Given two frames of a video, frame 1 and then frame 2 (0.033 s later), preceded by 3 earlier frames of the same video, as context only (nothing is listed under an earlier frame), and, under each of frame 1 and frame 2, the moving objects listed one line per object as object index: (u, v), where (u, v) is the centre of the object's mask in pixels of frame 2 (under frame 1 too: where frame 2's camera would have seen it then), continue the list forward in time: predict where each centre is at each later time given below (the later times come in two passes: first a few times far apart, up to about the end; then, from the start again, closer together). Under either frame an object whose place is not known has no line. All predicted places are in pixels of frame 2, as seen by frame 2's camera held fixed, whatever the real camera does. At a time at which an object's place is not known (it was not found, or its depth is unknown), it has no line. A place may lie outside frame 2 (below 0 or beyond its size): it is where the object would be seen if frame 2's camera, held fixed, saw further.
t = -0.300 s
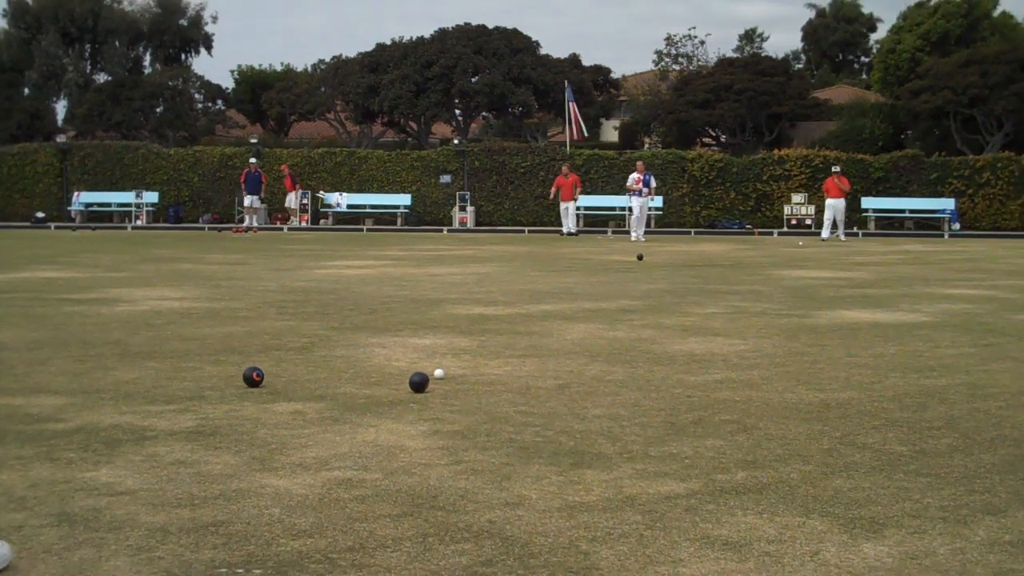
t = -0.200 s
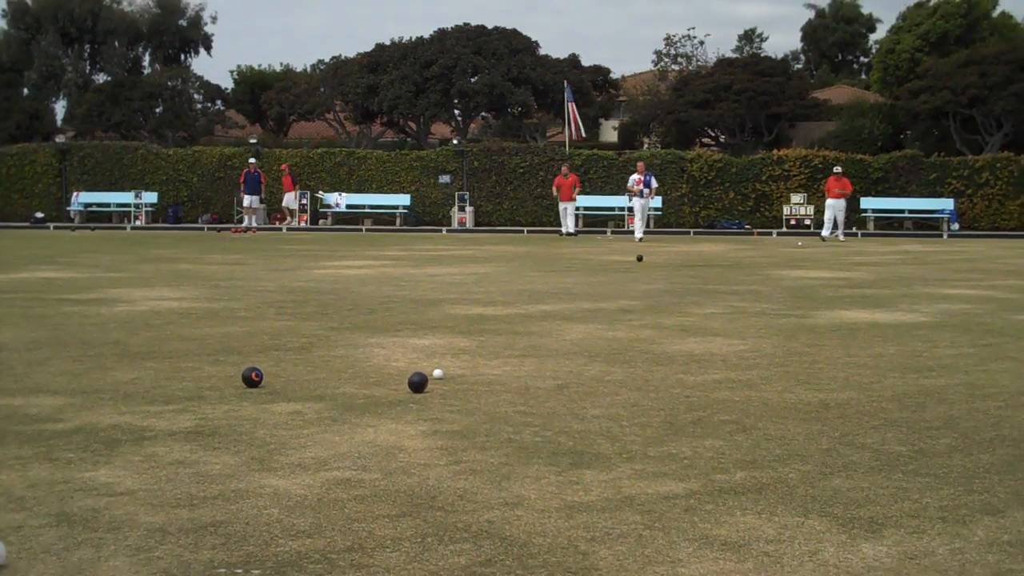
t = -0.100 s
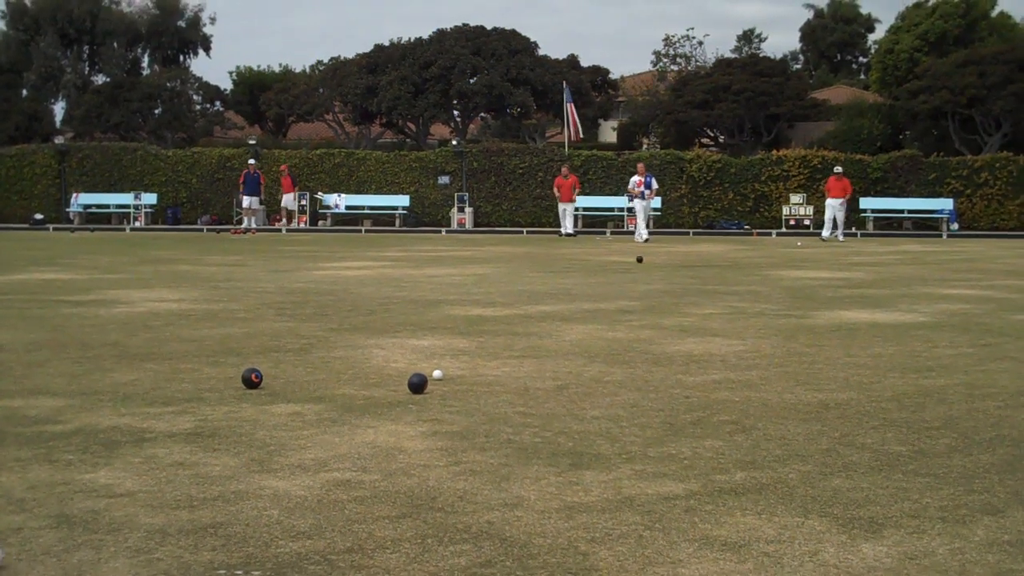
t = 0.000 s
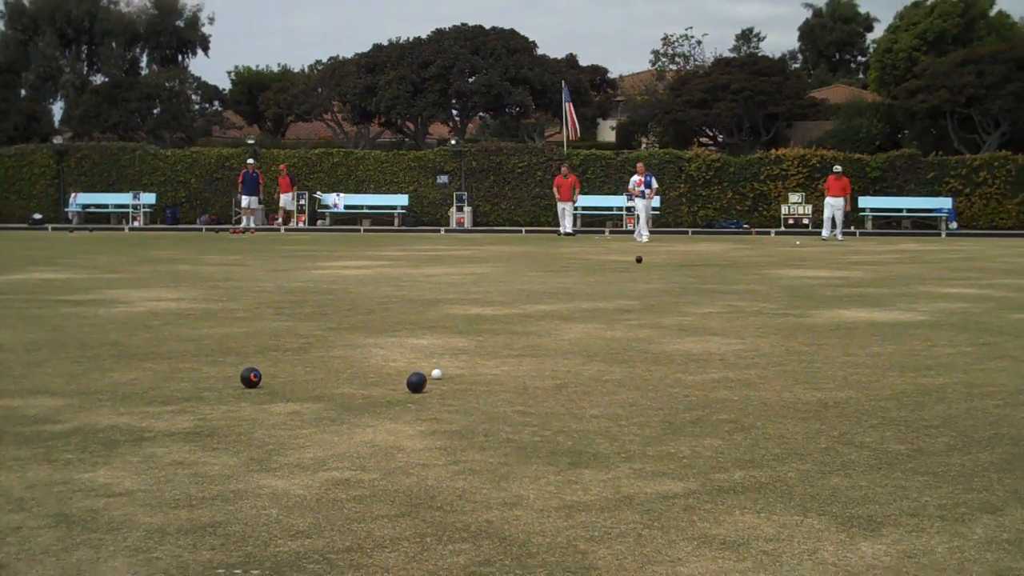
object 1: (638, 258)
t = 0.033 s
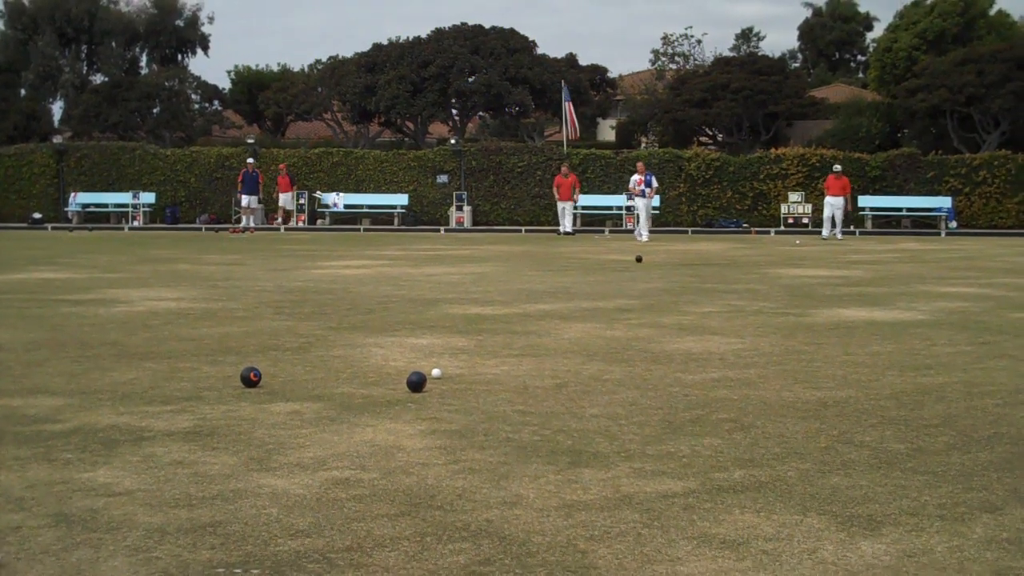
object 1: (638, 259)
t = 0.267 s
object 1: (639, 261)
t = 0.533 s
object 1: (640, 263)
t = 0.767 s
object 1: (640, 265)
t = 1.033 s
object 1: (640, 267)
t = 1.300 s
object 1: (638, 270)
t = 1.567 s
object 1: (636, 273)
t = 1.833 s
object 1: (633, 276)
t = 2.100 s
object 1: (630, 279)
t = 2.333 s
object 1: (626, 281)
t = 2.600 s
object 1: (621, 284)
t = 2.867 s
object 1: (615, 287)
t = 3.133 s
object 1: (608, 291)
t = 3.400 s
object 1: (600, 294)
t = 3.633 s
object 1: (593, 296)
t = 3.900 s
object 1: (585, 300)
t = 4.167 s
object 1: (576, 303)
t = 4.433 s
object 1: (567, 307)
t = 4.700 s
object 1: (557, 311)
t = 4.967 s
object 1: (546, 314)
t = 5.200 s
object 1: (537, 317)
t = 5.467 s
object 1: (525, 321)
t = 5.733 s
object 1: (513, 323)
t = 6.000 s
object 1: (500, 327)
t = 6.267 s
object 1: (486, 330)
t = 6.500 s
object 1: (474, 333)
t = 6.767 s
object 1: (461, 335)
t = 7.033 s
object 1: (447, 338)
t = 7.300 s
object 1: (434, 340)
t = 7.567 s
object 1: (421, 342)
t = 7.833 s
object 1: (408, 344)
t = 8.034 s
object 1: (399, 346)
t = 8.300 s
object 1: (389, 346)
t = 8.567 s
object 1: (381, 348)
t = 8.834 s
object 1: (375, 348)
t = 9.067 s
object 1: (370, 349)
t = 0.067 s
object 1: (639, 259)
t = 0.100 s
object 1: (639, 259)
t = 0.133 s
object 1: (639, 260)
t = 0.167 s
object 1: (639, 260)
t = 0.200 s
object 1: (639, 260)
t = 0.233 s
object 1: (639, 260)
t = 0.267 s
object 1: (639, 261)
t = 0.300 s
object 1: (639, 261)
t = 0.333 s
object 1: (639, 261)
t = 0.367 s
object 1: (639, 261)
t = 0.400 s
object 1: (640, 261)
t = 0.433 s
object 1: (640, 262)
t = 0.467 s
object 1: (640, 262)
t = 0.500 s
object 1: (640, 262)
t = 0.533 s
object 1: (640, 263)
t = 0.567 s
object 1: (640, 263)
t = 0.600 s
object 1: (640, 263)
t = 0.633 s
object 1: (640, 264)
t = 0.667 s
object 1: (640, 264)
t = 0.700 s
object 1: (640, 264)
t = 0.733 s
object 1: (640, 264)
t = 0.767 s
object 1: (640, 265)
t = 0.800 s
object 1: (640, 265)
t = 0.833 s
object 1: (640, 265)
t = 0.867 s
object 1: (640, 266)
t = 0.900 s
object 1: (640, 266)
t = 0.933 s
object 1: (640, 267)
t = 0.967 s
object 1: (640, 267)
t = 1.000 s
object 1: (640, 267)
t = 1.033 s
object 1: (640, 267)
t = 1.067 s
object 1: (639, 268)
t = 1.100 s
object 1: (639, 268)
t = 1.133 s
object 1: (639, 269)
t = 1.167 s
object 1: (639, 269)
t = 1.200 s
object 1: (639, 269)
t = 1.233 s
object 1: (639, 270)
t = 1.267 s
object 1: (638, 270)
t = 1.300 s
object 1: (638, 270)
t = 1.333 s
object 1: (638, 270)
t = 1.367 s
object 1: (638, 271)
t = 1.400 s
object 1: (637, 271)
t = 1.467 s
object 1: (637, 272)
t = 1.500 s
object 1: (637, 272)
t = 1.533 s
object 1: (636, 273)
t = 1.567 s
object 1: (636, 273)
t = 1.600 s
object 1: (636, 273)
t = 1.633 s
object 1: (635, 274)
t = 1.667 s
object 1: (635, 274)
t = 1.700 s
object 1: (634, 274)
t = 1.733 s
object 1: (634, 275)
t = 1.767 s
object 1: (634, 275)
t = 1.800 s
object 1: (633, 276)
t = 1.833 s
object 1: (633, 276)
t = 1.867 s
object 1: (633, 276)
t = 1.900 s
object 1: (632, 276)
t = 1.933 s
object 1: (632, 277)
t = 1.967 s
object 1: (632, 277)
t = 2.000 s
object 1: (631, 277)
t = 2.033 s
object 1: (631, 278)
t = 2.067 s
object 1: (630, 278)
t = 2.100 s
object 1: (630, 279)
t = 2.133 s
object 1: (629, 279)
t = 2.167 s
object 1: (629, 279)
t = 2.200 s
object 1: (628, 280)
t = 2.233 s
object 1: (628, 280)
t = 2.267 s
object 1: (627, 280)
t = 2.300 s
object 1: (627, 281)
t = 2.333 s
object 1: (626, 281)
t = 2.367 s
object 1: (626, 281)
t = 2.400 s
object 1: (625, 282)
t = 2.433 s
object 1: (624, 282)
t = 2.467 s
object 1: (624, 282)
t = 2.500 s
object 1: (623, 283)
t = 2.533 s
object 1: (622, 283)
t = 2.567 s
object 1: (622, 284)
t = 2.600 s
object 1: (621, 284)
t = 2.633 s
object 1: (620, 284)
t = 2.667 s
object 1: (620, 285)
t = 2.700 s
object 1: (619, 285)
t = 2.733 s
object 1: (618, 286)
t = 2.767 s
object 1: (618, 286)
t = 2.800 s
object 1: (616, 287)
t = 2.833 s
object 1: (616, 287)
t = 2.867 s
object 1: (615, 287)
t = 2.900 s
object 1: (614, 288)
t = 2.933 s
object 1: (613, 288)
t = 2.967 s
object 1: (613, 289)
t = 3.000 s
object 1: (612, 289)
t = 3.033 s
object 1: (611, 289)
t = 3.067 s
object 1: (610, 290)
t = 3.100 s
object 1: (609, 290)
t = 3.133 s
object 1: (608, 291)
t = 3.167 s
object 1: (607, 291)
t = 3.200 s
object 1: (606, 291)
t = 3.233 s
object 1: (605, 292)
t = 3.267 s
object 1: (604, 292)
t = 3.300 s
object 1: (603, 293)
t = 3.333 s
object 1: (602, 293)
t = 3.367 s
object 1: (601, 293)
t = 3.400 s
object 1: (600, 294)
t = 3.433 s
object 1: (599, 294)
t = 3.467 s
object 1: (598, 294)
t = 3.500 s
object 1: (597, 295)
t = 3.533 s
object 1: (596, 295)
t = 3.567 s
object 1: (595, 295)
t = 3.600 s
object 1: (594, 296)
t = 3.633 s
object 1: (593, 296)
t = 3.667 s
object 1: (592, 296)
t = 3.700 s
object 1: (591, 297)
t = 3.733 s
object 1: (590, 297)
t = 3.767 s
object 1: (589, 298)
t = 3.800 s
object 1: (588, 299)
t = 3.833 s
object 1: (587, 299)
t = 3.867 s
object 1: (586, 299)
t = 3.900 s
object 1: (585, 300)
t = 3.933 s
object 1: (584, 300)
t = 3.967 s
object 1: (583, 301)
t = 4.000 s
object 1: (582, 301)
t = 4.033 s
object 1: (580, 302)
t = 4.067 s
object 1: (579, 302)
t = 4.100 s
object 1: (578, 302)
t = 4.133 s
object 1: (577, 303)
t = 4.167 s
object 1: (576, 303)
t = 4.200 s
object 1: (575, 304)
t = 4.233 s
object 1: (574, 304)
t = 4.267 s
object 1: (572, 305)
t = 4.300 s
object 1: (571, 305)
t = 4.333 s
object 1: (570, 306)
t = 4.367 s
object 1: (569, 306)
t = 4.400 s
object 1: (568, 307)
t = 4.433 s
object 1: (567, 307)
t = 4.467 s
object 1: (565, 307)
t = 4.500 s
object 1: (564, 308)
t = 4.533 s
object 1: (563, 308)
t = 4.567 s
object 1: (562, 309)
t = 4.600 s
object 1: (561, 309)
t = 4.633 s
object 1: (560, 310)
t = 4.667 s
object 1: (558, 310)
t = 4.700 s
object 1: (557, 311)
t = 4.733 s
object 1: (555, 311)
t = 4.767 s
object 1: (554, 311)
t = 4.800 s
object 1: (553, 312)
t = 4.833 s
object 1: (552, 312)
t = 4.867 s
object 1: (550, 312)
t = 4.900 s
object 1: (549, 313)
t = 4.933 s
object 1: (547, 314)
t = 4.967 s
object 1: (546, 314)
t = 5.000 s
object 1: (545, 314)
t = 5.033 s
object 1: (544, 315)
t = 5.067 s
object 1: (542, 315)
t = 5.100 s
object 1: (541, 316)
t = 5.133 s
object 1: (540, 316)
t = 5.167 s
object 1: (538, 317)
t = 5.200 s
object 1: (537, 317)
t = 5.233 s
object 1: (535, 318)
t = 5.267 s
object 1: (534, 318)
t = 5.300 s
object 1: (533, 318)
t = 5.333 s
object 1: (531, 319)
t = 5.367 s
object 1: (530, 319)
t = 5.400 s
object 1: (528, 320)
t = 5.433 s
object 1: (527, 320)
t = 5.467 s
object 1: (525, 321)
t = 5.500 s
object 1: (524, 321)
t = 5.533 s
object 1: (522, 321)
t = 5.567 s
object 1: (521, 322)
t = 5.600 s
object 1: (519, 322)
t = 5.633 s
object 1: (518, 322)
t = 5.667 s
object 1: (517, 323)
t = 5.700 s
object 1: (515, 323)
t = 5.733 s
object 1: (513, 323)
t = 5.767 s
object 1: (512, 325)
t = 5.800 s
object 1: (510, 325)
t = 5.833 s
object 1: (509, 325)
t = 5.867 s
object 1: (507, 326)
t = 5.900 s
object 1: (505, 326)
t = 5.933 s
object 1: (503, 327)
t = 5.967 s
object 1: (502, 327)
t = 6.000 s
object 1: (500, 327)
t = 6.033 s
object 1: (498, 327)
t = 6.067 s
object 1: (497, 328)
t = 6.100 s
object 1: (495, 328)
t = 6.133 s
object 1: (493, 329)
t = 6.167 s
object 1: (491, 329)
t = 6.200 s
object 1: (490, 329)
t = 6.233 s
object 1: (488, 329)
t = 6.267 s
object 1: (486, 330)
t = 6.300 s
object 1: (484, 330)
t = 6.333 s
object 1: (483, 331)
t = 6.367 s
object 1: (481, 331)
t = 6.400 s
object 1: (479, 331)
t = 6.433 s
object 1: (478, 332)
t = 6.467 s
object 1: (476, 332)
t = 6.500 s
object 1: (474, 333)
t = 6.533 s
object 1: (473, 333)
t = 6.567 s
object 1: (471, 334)
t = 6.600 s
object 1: (469, 334)
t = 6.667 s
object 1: (466, 334)
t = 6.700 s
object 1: (464, 335)
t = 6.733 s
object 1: (462, 335)
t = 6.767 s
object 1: (461, 335)
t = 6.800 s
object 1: (459, 336)
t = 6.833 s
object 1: (457, 336)
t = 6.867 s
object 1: (456, 336)
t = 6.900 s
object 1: (454, 336)
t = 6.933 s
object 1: (452, 337)
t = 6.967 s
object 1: (450, 337)
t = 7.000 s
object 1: (449, 338)
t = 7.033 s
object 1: (447, 338)
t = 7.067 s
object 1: (446, 338)
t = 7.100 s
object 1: (444, 338)
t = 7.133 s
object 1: (442, 339)
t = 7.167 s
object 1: (440, 339)
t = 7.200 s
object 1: (439, 339)
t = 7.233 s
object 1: (437, 340)
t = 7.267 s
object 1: (435, 340)
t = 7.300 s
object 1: (434, 340)
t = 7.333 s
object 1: (432, 341)
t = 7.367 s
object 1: (430, 341)
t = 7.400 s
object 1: (428, 341)
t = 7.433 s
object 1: (427, 341)
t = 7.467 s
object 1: (425, 342)
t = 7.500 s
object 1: (424, 342)
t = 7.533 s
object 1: (422, 342)
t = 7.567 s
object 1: (421, 342)
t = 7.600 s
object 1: (419, 342)
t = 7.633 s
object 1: (417, 343)
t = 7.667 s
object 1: (416, 343)
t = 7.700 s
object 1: (414, 343)
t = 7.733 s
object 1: (413, 343)
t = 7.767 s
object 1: (411, 344)
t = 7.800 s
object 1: (410, 344)
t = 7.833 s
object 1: (408, 344)
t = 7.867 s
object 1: (406, 345)
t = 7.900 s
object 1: (404, 345)
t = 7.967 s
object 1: (402, 345)
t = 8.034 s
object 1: (399, 346)
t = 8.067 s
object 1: (397, 346)
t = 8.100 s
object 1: (396, 346)
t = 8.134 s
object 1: (395, 346)
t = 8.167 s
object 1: (394, 346)
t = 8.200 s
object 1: (393, 346)
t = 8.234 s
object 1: (391, 346)
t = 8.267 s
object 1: (390, 347)
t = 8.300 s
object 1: (389, 346)
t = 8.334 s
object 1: (388, 347)
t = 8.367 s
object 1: (387, 347)
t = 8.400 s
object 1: (386, 347)
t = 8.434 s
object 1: (385, 347)
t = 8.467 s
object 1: (384, 347)
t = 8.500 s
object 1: (383, 347)
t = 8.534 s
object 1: (382, 347)
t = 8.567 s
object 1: (381, 348)
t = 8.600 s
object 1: (380, 348)
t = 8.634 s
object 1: (379, 348)
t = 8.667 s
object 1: (378, 348)
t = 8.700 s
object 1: (378, 348)
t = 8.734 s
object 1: (377, 348)
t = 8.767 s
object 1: (376, 348)
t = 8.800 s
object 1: (375, 348)
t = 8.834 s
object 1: (375, 348)
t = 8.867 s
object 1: (374, 348)
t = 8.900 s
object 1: (373, 348)
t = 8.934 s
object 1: (373, 348)
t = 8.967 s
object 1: (372, 349)
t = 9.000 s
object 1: (372, 349)
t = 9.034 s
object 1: (371, 349)
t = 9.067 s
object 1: (370, 349)
